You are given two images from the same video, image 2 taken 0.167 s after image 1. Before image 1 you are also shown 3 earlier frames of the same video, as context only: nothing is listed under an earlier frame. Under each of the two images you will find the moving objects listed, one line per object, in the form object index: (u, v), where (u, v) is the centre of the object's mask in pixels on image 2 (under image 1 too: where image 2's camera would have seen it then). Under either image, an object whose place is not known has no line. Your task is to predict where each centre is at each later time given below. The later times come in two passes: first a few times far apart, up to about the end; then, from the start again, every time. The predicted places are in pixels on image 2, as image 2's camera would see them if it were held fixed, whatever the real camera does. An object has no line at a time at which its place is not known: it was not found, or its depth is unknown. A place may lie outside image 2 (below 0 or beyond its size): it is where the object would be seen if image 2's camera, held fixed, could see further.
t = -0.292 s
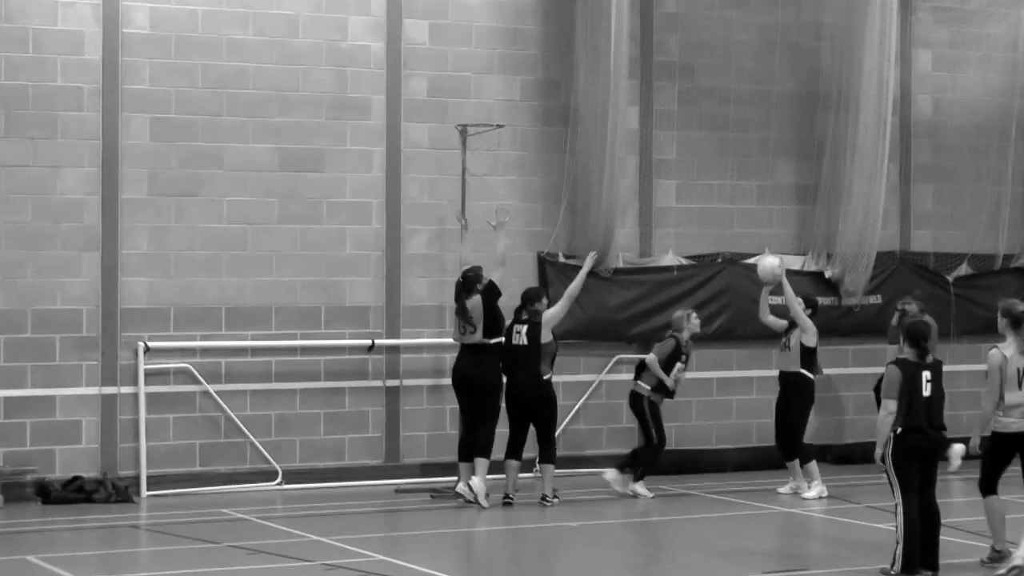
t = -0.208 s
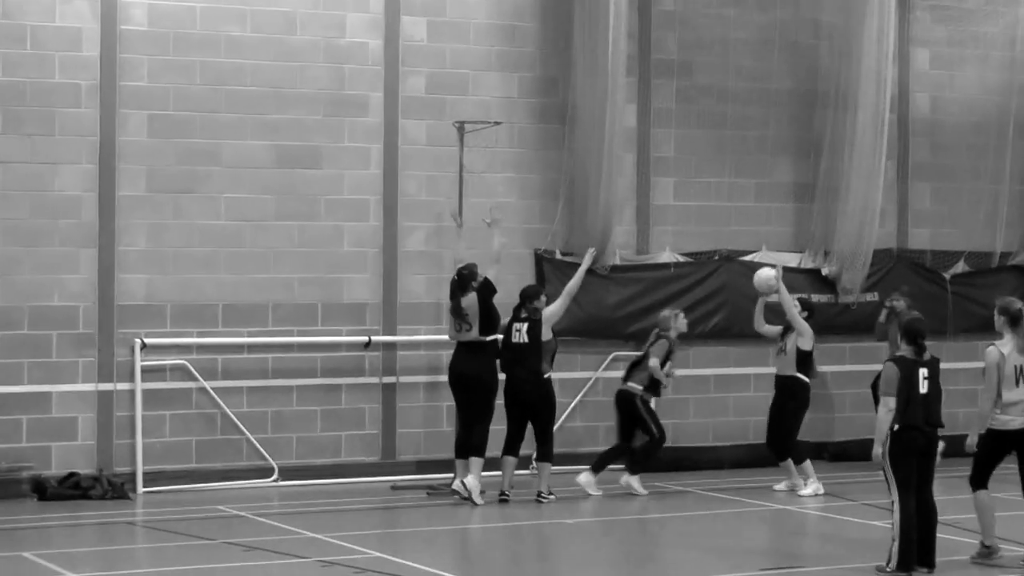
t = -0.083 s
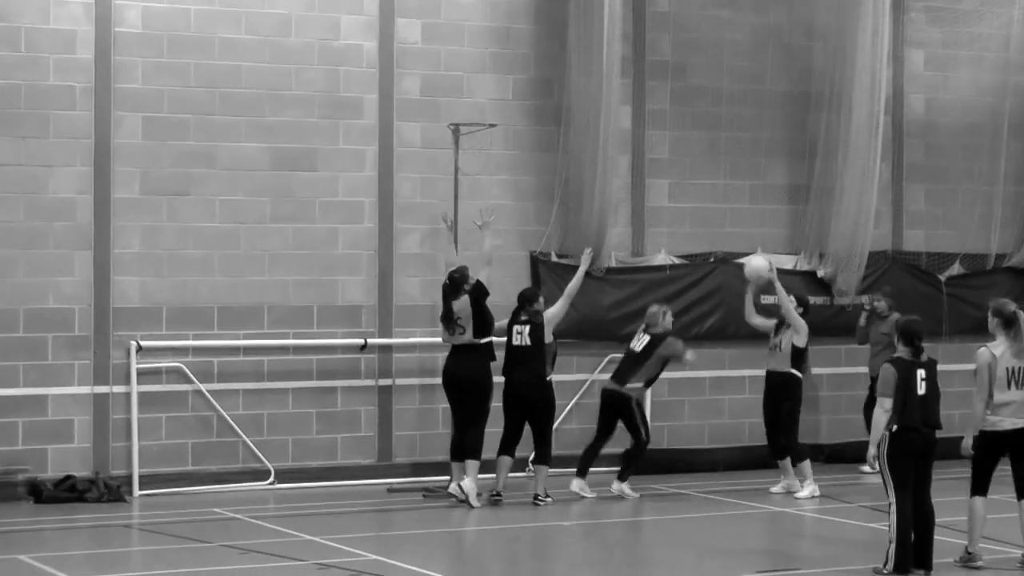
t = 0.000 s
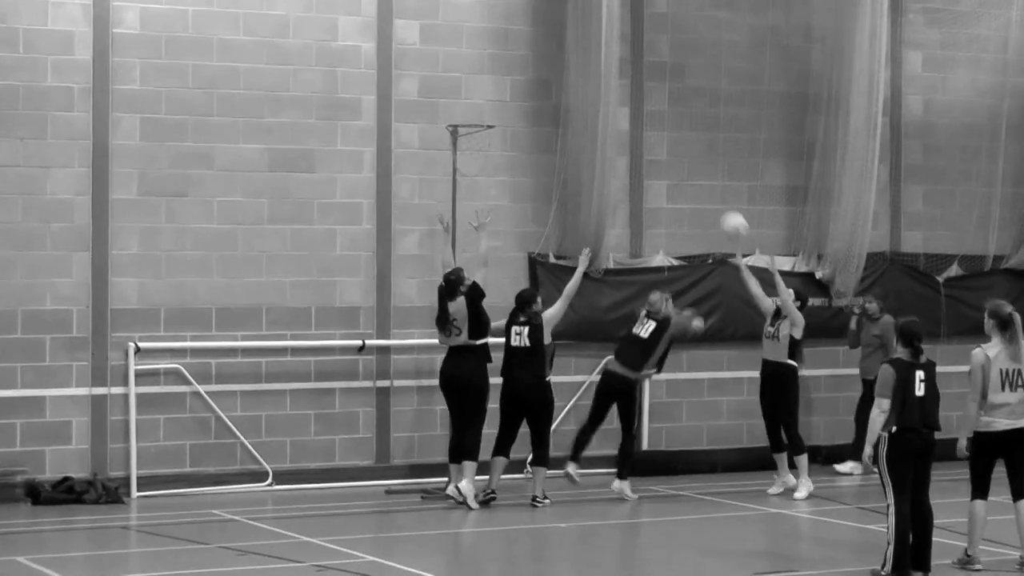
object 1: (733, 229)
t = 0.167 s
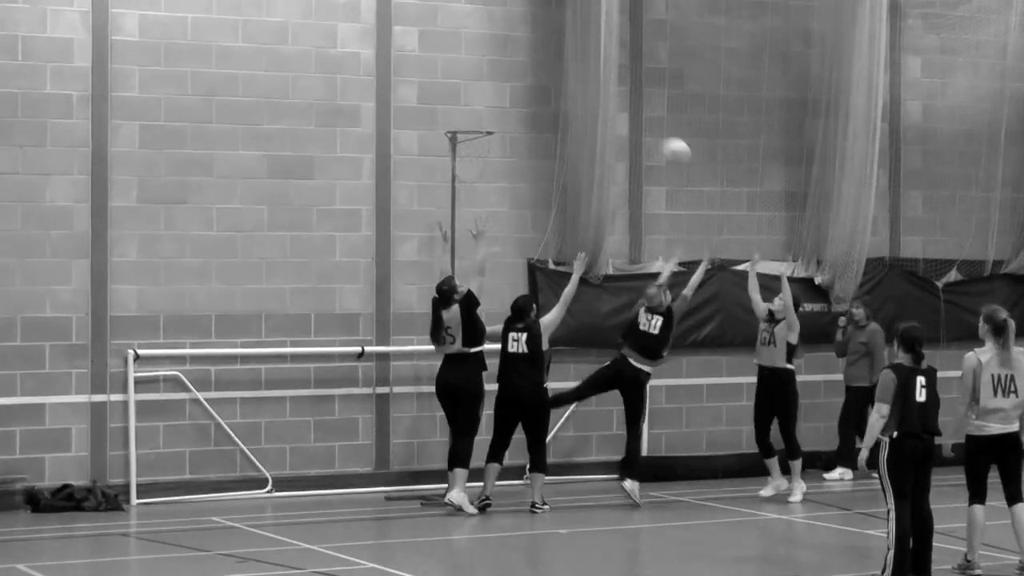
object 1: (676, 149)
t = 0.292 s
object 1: (633, 110)
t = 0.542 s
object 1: (546, 78)
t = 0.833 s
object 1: (450, 118)
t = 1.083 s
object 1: (439, 119)
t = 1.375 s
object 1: (424, 166)
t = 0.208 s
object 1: (661, 134)
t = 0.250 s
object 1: (647, 121)
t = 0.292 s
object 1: (633, 110)
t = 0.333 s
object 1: (618, 101)
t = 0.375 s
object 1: (604, 90)
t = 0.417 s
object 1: (589, 85)
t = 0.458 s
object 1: (574, 80)
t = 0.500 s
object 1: (561, 78)
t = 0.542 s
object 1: (546, 78)
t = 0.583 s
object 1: (532, 78)
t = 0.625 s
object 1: (518, 80)
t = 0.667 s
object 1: (503, 87)
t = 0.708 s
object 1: (487, 94)
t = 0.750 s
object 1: (473, 102)
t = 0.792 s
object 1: (458, 113)
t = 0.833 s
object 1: (450, 118)
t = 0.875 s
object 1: (448, 109)
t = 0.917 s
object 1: (446, 108)
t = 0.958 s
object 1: (444, 108)
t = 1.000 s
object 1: (443, 110)
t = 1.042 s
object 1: (441, 114)
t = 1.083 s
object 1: (439, 119)
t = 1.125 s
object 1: (437, 120)
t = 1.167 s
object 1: (435, 123)
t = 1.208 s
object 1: (432, 128)
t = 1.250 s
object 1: (431, 134)
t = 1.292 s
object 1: (428, 143)
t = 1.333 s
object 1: (426, 153)
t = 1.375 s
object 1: (424, 166)
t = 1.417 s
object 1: (421, 181)
